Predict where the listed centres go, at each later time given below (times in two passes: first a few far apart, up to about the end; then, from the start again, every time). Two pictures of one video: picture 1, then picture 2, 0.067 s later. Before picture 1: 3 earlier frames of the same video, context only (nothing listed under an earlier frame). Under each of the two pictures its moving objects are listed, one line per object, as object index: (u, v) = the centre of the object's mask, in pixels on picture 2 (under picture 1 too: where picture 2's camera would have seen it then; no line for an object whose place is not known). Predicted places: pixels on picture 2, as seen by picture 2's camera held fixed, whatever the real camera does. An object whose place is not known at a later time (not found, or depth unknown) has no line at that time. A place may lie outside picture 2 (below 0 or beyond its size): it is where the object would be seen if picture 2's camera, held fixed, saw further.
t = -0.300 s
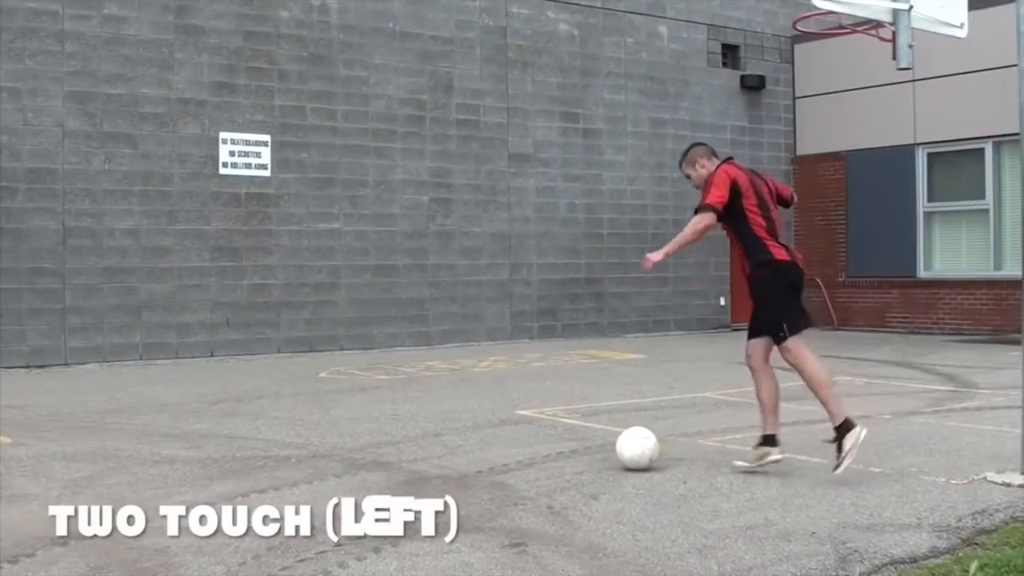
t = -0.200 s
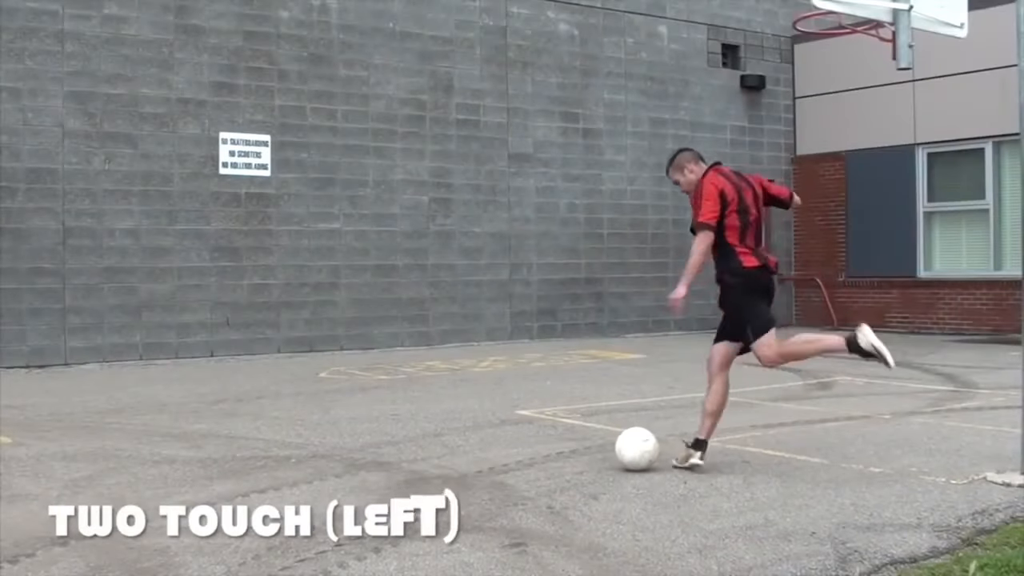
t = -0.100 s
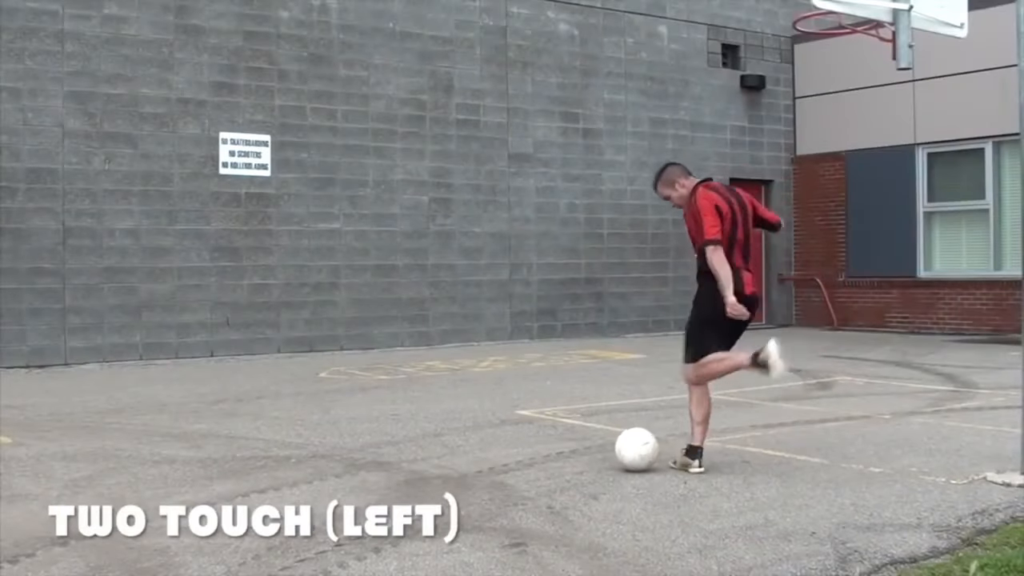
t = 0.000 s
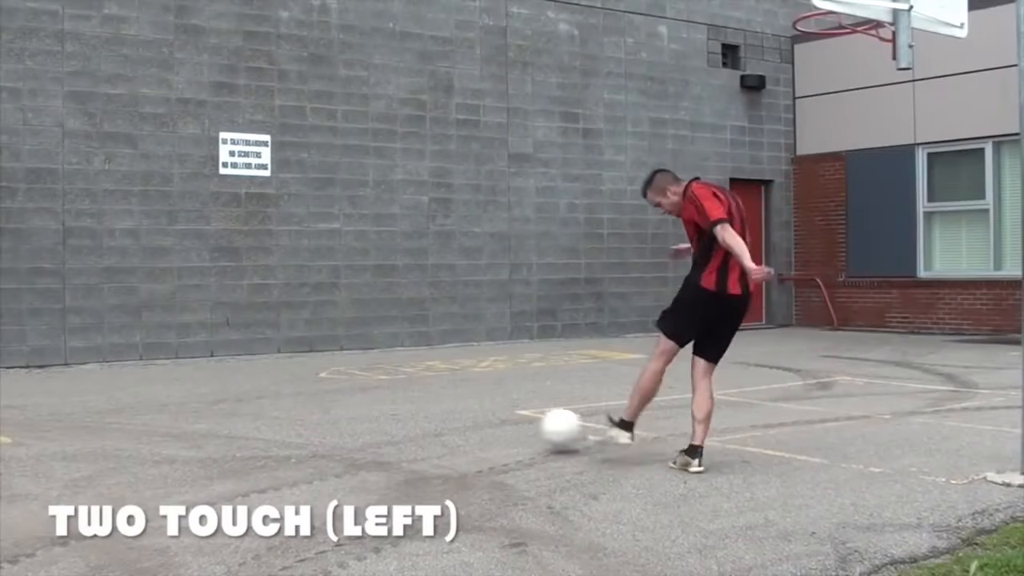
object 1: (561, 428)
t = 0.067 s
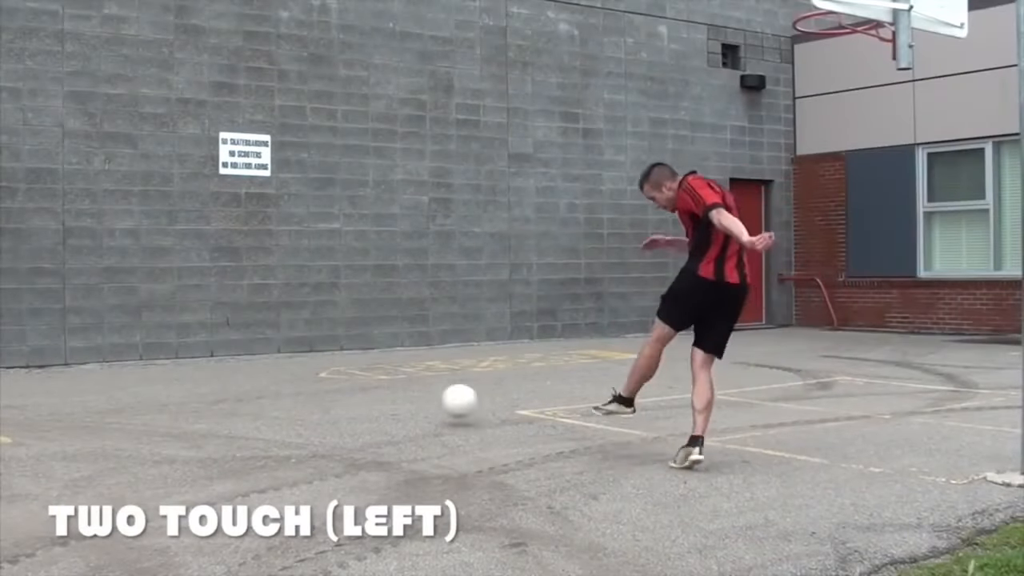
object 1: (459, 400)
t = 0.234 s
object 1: (308, 365)
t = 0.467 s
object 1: (285, 332)
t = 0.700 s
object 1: (446, 346)
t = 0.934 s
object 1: (635, 373)
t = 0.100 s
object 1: (419, 391)
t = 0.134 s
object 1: (385, 385)
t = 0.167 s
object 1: (355, 379)
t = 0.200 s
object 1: (329, 376)
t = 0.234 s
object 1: (308, 365)
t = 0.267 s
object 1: (289, 356)
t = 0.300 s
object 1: (273, 349)
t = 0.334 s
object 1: (258, 344)
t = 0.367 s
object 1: (245, 341)
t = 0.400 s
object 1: (247, 338)
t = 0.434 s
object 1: (265, 334)
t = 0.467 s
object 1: (285, 332)
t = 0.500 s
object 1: (304, 331)
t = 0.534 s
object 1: (325, 331)
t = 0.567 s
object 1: (346, 332)
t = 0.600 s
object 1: (369, 334)
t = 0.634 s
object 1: (393, 337)
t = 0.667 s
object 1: (419, 341)
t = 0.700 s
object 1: (446, 346)
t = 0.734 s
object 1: (473, 353)
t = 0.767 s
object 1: (501, 361)
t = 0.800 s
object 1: (532, 371)
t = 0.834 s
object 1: (563, 382)
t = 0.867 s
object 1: (586, 378)
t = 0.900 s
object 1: (610, 375)
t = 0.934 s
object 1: (635, 373)
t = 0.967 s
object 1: (660, 372)
